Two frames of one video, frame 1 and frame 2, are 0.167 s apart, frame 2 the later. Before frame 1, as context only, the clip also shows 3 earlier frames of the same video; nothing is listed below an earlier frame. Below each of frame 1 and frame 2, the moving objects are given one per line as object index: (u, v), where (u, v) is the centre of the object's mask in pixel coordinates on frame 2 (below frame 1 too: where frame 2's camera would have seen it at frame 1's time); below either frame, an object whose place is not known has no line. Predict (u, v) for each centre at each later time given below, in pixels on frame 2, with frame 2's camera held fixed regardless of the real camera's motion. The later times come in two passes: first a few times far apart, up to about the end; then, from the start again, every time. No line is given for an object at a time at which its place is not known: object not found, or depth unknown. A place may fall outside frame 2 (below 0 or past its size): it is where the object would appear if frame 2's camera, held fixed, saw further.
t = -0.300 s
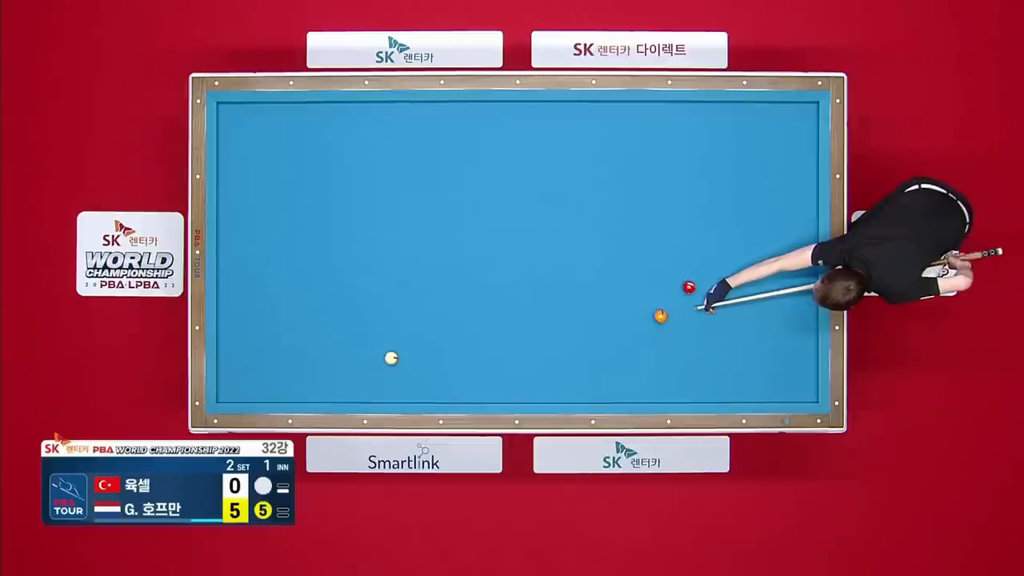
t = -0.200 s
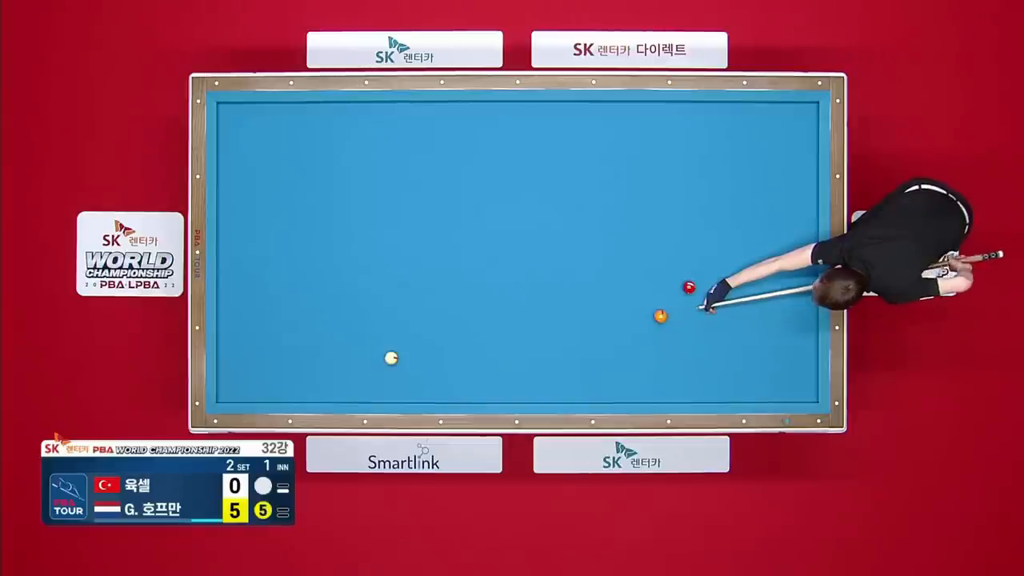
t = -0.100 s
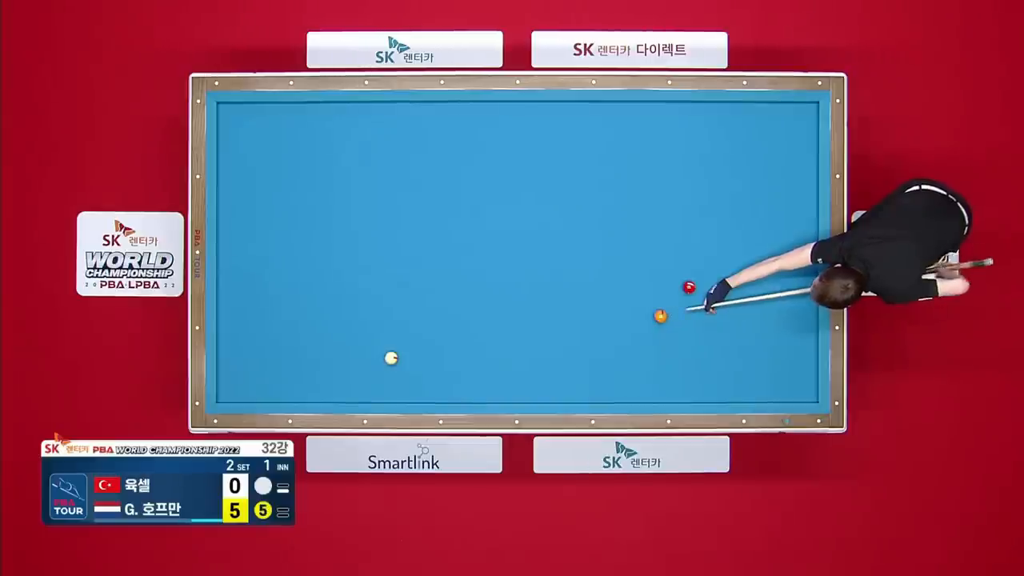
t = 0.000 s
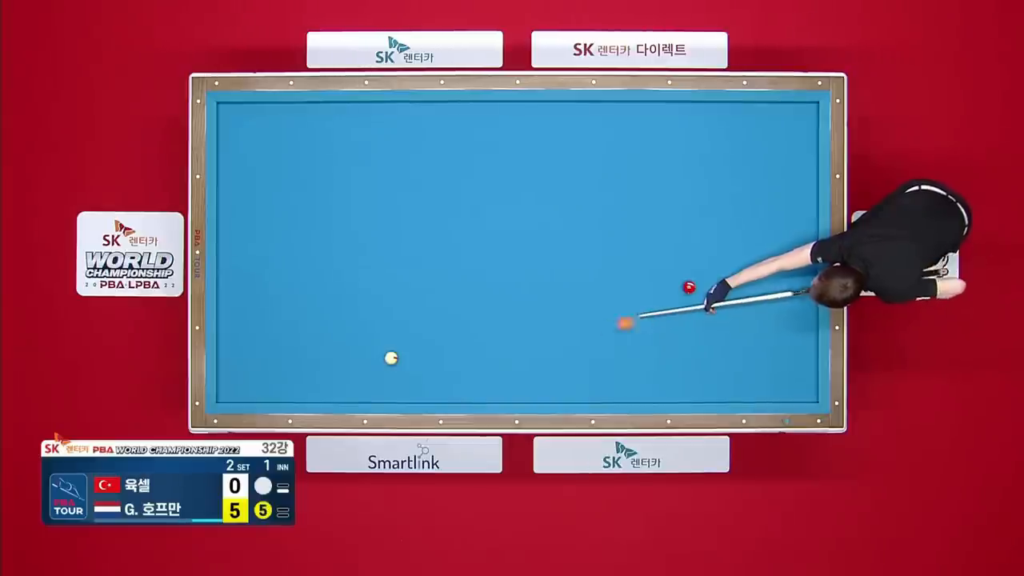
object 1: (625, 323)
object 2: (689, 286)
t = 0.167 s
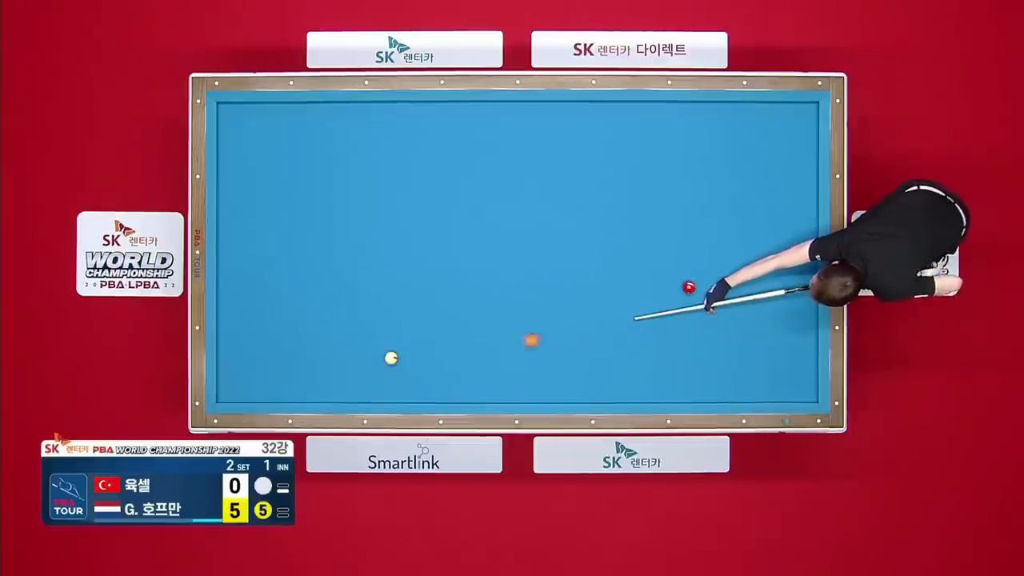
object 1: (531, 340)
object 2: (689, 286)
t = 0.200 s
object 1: (514, 343)
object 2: (689, 286)
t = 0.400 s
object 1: (411, 361)
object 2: (688, 286)
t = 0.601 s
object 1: (384, 397)
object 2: (688, 286)
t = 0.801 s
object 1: (342, 372)
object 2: (688, 286)
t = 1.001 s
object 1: (296, 352)
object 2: (688, 286)
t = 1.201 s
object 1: (251, 333)
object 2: (689, 286)
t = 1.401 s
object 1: (233, 310)
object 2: (689, 286)
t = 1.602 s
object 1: (261, 282)
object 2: (688, 286)
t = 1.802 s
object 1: (285, 255)
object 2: (689, 286)
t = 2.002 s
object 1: (309, 228)
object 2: (688, 286)
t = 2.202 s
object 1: (333, 201)
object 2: (689, 286)
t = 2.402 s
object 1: (356, 175)
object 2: (688, 286)
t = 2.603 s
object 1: (380, 149)
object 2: (688, 286)
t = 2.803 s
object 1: (403, 123)
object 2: (689, 286)
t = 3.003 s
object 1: (425, 113)
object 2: (689, 286)
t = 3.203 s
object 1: (447, 128)
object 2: (689, 286)
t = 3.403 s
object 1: (469, 143)
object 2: (689, 286)
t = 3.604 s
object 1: (490, 158)
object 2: (689, 286)
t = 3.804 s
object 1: (512, 172)
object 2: (689, 286)
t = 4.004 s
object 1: (532, 186)
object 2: (689, 286)
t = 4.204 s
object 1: (553, 200)
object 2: (689, 286)
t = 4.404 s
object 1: (573, 214)
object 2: (689, 286)
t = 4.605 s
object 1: (593, 227)
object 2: (689, 286)
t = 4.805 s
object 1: (612, 241)
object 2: (689, 286)
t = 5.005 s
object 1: (631, 254)
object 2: (689, 286)
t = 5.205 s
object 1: (649, 267)
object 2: (689, 286)
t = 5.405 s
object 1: (667, 279)
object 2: (689, 286)
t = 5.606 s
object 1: (676, 290)
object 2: (697, 288)
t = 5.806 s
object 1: (678, 300)
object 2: (709, 289)
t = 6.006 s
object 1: (680, 309)
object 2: (720, 291)
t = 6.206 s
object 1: (682, 318)
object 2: (731, 292)
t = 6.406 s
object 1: (685, 326)
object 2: (741, 294)
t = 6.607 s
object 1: (687, 334)
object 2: (751, 295)
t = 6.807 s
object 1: (689, 342)
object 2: (761, 296)
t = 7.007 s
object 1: (691, 349)
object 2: (770, 298)
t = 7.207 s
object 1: (693, 356)
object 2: (779, 299)
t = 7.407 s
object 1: (694, 362)
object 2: (787, 300)
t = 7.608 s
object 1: (696, 368)
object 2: (796, 301)
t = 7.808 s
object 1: (697, 374)
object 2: (803, 302)
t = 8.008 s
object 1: (699, 379)
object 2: (811, 303)
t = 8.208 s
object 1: (701, 384)
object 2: (808, 304)
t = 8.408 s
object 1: (702, 388)
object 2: (805, 304)
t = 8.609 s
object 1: (703, 392)
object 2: (801, 305)
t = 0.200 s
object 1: (514, 343)
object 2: (689, 286)
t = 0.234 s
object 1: (496, 347)
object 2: (689, 286)
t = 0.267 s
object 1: (479, 349)
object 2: (689, 286)
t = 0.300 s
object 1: (462, 352)
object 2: (688, 286)
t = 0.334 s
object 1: (445, 355)
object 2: (689, 286)
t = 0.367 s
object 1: (428, 358)
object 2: (689, 286)
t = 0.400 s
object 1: (411, 361)
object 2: (688, 286)
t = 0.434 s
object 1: (402, 366)
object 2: (688, 286)
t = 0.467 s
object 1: (399, 372)
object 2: (688, 286)
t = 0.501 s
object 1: (396, 379)
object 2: (688, 286)
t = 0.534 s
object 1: (392, 385)
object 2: (688, 286)
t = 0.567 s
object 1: (389, 391)
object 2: (688, 286)
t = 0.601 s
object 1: (384, 397)
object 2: (688, 286)
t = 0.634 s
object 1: (378, 393)
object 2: (688, 286)
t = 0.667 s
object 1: (371, 388)
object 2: (688, 286)
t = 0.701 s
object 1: (364, 384)
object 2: (689, 286)
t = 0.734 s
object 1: (357, 379)
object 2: (688, 286)
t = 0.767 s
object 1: (349, 376)
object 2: (688, 286)
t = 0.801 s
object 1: (342, 372)
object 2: (688, 286)
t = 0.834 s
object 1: (334, 369)
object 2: (689, 286)
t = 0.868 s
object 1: (327, 365)
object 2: (689, 286)
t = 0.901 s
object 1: (319, 362)
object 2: (689, 286)
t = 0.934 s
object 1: (312, 359)
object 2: (689, 286)
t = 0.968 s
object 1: (304, 356)
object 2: (689, 286)
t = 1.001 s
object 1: (296, 352)
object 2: (688, 286)
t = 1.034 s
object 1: (289, 349)
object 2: (689, 286)
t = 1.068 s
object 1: (281, 346)
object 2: (689, 286)
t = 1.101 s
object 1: (274, 342)
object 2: (689, 286)
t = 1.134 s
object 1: (266, 339)
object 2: (689, 286)
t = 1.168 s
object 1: (259, 335)
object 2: (689, 286)
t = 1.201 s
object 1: (251, 333)
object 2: (689, 286)
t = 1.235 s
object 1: (244, 329)
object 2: (689, 286)
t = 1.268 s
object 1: (236, 326)
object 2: (689, 286)
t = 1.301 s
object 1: (229, 323)
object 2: (689, 286)
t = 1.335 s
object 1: (223, 319)
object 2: (689, 286)
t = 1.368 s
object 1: (227, 314)
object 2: (689, 286)
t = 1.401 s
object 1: (233, 310)
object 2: (689, 286)
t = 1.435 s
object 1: (238, 305)
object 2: (689, 286)
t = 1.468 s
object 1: (243, 301)
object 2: (689, 286)
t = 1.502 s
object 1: (249, 296)
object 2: (688, 286)
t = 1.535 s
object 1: (253, 291)
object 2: (689, 286)
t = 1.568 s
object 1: (257, 287)
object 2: (689, 286)
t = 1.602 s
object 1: (261, 282)
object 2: (688, 286)
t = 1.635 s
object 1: (265, 277)
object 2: (688, 286)
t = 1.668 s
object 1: (269, 273)
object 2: (688, 286)
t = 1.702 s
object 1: (273, 269)
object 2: (689, 286)
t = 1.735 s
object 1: (277, 264)
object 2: (689, 286)
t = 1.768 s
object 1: (281, 259)
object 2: (689, 286)
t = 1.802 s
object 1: (285, 255)
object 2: (689, 286)
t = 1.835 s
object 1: (289, 250)
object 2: (689, 286)
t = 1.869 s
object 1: (293, 246)
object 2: (689, 286)
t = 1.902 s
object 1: (297, 242)
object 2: (689, 286)
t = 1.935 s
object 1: (301, 237)
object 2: (689, 286)
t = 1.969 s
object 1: (305, 232)
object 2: (689, 286)
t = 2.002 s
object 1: (309, 228)
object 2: (688, 286)
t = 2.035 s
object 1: (313, 224)
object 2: (689, 286)
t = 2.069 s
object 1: (317, 219)
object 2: (689, 286)
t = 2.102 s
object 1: (321, 215)
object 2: (688, 286)
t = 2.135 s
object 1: (325, 210)
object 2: (689, 286)
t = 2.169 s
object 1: (329, 206)
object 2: (689, 286)
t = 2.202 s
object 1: (333, 201)
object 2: (689, 286)
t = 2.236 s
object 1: (337, 197)
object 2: (689, 286)
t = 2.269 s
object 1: (340, 193)
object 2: (689, 286)
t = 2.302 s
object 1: (344, 188)
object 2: (689, 286)
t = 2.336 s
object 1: (348, 184)
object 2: (688, 286)
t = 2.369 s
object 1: (352, 179)
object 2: (688, 286)
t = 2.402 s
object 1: (356, 175)
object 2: (688, 286)
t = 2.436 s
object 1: (360, 171)
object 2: (689, 286)
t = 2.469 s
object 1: (364, 166)
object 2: (688, 286)
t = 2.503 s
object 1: (368, 162)
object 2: (689, 286)
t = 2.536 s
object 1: (372, 158)
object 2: (689, 286)
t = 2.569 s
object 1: (376, 153)
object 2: (689, 286)
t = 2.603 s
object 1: (380, 149)
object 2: (688, 286)
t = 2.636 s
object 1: (383, 145)
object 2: (688, 286)
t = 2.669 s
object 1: (387, 140)
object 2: (689, 286)
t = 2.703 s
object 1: (391, 136)
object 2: (689, 286)
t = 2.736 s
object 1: (395, 132)
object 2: (689, 286)
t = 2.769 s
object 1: (399, 128)
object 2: (689, 286)
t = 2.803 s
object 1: (403, 123)
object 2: (689, 286)
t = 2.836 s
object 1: (406, 119)
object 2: (689, 286)
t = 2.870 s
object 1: (410, 115)
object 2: (689, 286)
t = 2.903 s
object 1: (414, 110)
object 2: (689, 286)
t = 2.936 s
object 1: (417, 107)
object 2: (689, 286)
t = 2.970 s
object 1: (421, 110)
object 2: (689, 286)
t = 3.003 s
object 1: (425, 113)
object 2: (689, 286)
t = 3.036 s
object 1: (429, 116)
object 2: (689, 286)
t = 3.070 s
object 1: (432, 118)
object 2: (689, 287)
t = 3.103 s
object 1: (436, 121)
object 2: (689, 287)
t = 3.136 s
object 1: (440, 124)
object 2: (689, 286)
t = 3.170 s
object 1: (443, 126)
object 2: (689, 286)
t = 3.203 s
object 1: (447, 128)
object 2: (689, 286)
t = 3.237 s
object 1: (451, 131)
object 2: (689, 286)
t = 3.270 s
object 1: (455, 133)
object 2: (689, 286)
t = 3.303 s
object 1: (458, 136)
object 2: (689, 286)
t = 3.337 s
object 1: (462, 138)
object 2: (689, 286)
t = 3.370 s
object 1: (465, 141)
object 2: (689, 286)
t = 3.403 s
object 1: (469, 143)
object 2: (689, 286)
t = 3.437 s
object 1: (473, 145)
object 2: (689, 286)
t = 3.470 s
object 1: (476, 148)
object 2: (689, 286)
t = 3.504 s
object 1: (480, 150)
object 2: (689, 286)
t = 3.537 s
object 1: (483, 153)
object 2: (689, 286)
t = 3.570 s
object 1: (487, 155)
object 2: (689, 286)
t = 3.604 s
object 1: (490, 158)
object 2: (689, 286)
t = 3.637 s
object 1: (494, 160)
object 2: (689, 286)
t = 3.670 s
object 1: (498, 162)
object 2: (689, 286)
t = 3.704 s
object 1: (501, 165)
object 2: (689, 286)
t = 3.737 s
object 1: (505, 167)
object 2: (689, 286)
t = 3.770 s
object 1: (508, 170)
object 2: (689, 286)
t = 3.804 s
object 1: (512, 172)
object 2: (689, 286)
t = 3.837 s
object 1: (515, 174)
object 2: (688, 286)
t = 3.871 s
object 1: (518, 177)
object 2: (689, 286)
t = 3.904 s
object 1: (522, 179)
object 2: (689, 286)
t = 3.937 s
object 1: (525, 182)
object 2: (688, 286)
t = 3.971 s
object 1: (529, 184)
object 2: (689, 286)
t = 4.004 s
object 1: (532, 186)
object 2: (689, 286)
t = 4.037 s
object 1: (536, 189)
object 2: (689, 286)
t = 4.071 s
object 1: (539, 191)
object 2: (689, 286)
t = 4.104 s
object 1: (543, 193)
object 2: (689, 287)
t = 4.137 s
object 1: (546, 195)
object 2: (689, 286)
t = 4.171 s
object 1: (549, 198)
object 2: (689, 286)
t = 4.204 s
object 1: (553, 200)
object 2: (689, 286)
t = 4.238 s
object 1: (556, 202)
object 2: (689, 286)
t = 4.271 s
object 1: (560, 205)
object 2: (689, 286)
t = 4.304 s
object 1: (563, 207)
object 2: (689, 287)
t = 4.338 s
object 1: (566, 209)
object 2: (689, 286)
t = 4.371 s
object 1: (570, 212)
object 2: (689, 286)
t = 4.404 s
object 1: (573, 214)
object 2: (689, 286)
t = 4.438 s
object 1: (576, 216)
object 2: (689, 286)
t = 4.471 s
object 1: (580, 219)
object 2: (689, 287)
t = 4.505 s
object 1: (583, 221)
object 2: (689, 287)
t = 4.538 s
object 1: (586, 223)
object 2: (689, 286)
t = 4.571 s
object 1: (590, 225)
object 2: (689, 286)
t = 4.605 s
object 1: (593, 227)
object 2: (689, 286)
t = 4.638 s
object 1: (596, 230)
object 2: (689, 286)
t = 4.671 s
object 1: (599, 232)
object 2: (689, 286)
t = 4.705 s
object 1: (602, 234)
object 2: (689, 286)
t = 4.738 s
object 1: (606, 236)
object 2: (689, 286)
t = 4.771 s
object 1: (609, 239)
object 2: (689, 286)
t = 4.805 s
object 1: (612, 241)
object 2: (689, 286)
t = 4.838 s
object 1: (615, 243)
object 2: (689, 287)
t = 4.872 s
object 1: (618, 245)
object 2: (689, 286)
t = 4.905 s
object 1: (622, 247)
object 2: (689, 286)
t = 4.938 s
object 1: (624, 250)
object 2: (689, 286)
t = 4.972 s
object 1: (628, 252)
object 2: (689, 286)
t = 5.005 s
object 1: (631, 254)
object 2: (689, 286)
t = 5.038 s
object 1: (634, 256)
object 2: (689, 286)
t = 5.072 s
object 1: (637, 258)
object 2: (689, 286)
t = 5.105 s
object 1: (640, 261)
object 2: (689, 286)
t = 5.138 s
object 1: (643, 263)
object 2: (689, 286)
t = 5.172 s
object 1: (646, 265)
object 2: (689, 286)
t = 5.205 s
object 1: (649, 267)
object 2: (689, 286)
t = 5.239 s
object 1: (652, 269)
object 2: (689, 286)
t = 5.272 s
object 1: (656, 271)
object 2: (689, 286)
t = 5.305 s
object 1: (659, 273)
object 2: (689, 286)
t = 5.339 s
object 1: (662, 275)
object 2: (689, 286)
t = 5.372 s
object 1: (665, 277)
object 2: (689, 287)
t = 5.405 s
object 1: (667, 279)
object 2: (689, 286)
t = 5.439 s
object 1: (670, 281)
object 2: (689, 286)
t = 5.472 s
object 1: (673, 283)
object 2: (689, 286)
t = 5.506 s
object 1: (675, 285)
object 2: (689, 287)
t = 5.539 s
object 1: (676, 287)
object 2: (692, 287)
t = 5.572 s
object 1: (676, 289)
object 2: (695, 287)
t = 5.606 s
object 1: (676, 290)
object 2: (697, 288)
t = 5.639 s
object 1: (677, 292)
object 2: (699, 288)
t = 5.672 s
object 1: (677, 293)
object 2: (701, 288)
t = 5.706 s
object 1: (677, 295)
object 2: (703, 288)
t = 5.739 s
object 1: (678, 296)
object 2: (705, 288)
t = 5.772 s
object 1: (678, 298)
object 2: (707, 289)
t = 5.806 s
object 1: (678, 300)
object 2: (709, 289)
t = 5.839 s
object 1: (679, 301)
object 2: (710, 289)
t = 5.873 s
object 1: (679, 303)
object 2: (712, 290)
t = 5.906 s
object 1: (679, 304)
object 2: (714, 290)
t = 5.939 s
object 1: (680, 306)
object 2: (716, 290)
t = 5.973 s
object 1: (680, 307)
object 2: (718, 290)
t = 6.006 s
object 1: (680, 309)
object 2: (720, 291)
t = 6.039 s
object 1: (681, 310)
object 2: (722, 291)
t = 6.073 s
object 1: (681, 312)
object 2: (723, 291)
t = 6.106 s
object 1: (682, 313)
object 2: (725, 292)
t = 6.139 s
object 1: (682, 315)
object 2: (727, 292)
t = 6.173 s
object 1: (682, 316)
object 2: (729, 292)
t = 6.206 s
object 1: (682, 318)
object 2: (731, 292)
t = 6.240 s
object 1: (683, 319)
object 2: (732, 292)
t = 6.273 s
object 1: (683, 321)
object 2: (734, 292)
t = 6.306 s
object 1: (684, 322)
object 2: (736, 293)
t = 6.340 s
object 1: (684, 323)
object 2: (738, 293)
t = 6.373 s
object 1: (684, 325)
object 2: (739, 294)
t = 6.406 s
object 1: (685, 326)
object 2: (741, 294)
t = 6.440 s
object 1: (685, 327)
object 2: (742, 294)
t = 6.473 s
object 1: (686, 329)
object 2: (744, 294)
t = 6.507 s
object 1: (686, 330)
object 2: (746, 294)
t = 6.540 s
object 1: (687, 332)
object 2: (748, 295)
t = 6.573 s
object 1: (687, 333)
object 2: (749, 295)
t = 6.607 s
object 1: (687, 334)
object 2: (751, 295)
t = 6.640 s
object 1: (687, 336)
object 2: (753, 296)
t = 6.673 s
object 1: (688, 337)
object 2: (754, 296)
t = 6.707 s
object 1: (688, 338)
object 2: (756, 296)
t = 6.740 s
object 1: (688, 339)
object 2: (758, 296)
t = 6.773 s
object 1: (689, 341)
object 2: (759, 296)
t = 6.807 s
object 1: (689, 342)
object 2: (761, 296)
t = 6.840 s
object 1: (689, 343)
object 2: (762, 297)
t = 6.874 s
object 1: (689, 344)
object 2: (764, 297)
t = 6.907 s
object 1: (690, 345)
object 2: (765, 297)
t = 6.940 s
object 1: (690, 347)
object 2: (767, 297)
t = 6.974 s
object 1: (691, 348)
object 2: (768, 298)
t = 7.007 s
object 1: (691, 349)
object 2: (770, 298)
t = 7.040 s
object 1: (691, 350)
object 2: (772, 298)
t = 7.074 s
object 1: (691, 351)
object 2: (773, 298)
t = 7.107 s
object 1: (692, 353)
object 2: (774, 298)
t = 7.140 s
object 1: (692, 353)
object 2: (776, 299)
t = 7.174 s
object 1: (692, 355)
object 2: (778, 299)
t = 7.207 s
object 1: (693, 356)
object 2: (779, 299)
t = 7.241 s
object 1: (693, 357)
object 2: (780, 299)
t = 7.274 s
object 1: (693, 358)
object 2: (782, 299)
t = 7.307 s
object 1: (693, 359)
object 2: (783, 300)
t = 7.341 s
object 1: (694, 360)
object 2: (784, 300)
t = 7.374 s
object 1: (694, 361)
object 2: (786, 300)
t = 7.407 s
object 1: (694, 362)
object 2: (787, 300)
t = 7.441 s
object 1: (694, 363)
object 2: (789, 300)
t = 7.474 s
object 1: (694, 364)
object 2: (790, 301)
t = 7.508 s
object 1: (695, 366)
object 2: (792, 301)
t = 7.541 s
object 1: (695, 367)
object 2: (793, 301)
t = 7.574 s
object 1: (695, 368)
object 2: (794, 301)
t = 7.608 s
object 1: (696, 368)
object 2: (796, 301)
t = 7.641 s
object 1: (696, 369)
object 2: (797, 301)
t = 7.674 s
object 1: (696, 370)
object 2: (798, 302)
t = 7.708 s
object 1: (697, 371)
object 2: (800, 302)
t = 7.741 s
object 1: (697, 372)
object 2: (801, 302)
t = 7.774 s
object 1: (697, 373)
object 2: (802, 302)
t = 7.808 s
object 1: (697, 374)
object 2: (803, 302)
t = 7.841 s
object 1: (698, 375)
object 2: (804, 302)
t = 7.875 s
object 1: (698, 376)
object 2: (806, 302)
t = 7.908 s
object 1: (698, 377)
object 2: (807, 302)
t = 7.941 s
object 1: (698, 378)
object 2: (808, 303)
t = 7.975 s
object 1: (699, 379)
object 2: (810, 303)
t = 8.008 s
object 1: (699, 379)
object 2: (811, 303)
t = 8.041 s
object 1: (699, 380)
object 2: (812, 303)
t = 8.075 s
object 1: (699, 381)
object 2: (811, 303)
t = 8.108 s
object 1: (700, 382)
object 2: (811, 304)
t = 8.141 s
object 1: (700, 382)
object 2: (810, 303)
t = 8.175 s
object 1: (700, 383)
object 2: (809, 304)
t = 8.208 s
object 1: (701, 384)
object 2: (808, 304)
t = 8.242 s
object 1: (701, 385)
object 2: (808, 304)
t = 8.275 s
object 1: (701, 386)
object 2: (807, 304)
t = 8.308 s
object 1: (702, 387)
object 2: (807, 304)
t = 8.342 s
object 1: (702, 387)
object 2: (806, 304)
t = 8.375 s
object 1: (702, 388)
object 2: (805, 304)
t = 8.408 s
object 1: (702, 388)
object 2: (805, 304)
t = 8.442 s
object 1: (702, 389)
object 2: (804, 304)
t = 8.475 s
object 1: (703, 390)
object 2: (803, 304)
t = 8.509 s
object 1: (703, 390)
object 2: (803, 304)
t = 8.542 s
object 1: (703, 391)
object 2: (802, 304)
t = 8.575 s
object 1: (703, 391)
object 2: (802, 305)
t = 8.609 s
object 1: (703, 392)
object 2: (801, 305)
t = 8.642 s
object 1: (704, 393)
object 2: (801, 305)
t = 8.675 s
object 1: (704, 393)
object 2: (800, 305)
